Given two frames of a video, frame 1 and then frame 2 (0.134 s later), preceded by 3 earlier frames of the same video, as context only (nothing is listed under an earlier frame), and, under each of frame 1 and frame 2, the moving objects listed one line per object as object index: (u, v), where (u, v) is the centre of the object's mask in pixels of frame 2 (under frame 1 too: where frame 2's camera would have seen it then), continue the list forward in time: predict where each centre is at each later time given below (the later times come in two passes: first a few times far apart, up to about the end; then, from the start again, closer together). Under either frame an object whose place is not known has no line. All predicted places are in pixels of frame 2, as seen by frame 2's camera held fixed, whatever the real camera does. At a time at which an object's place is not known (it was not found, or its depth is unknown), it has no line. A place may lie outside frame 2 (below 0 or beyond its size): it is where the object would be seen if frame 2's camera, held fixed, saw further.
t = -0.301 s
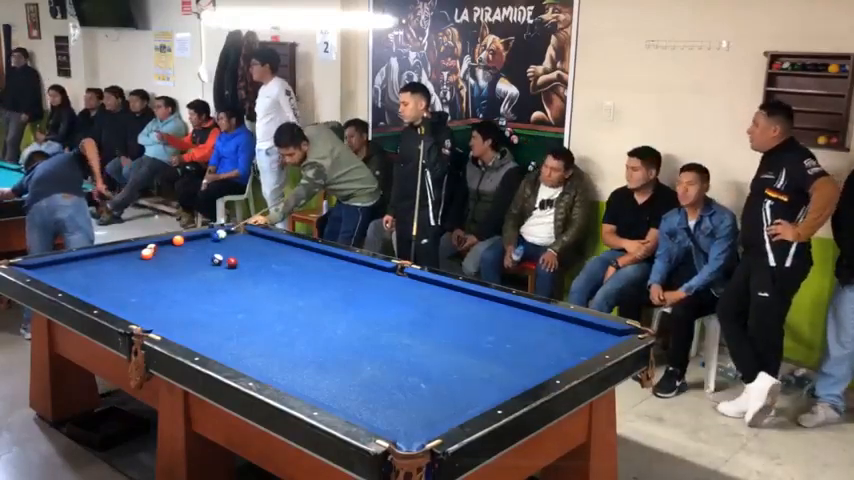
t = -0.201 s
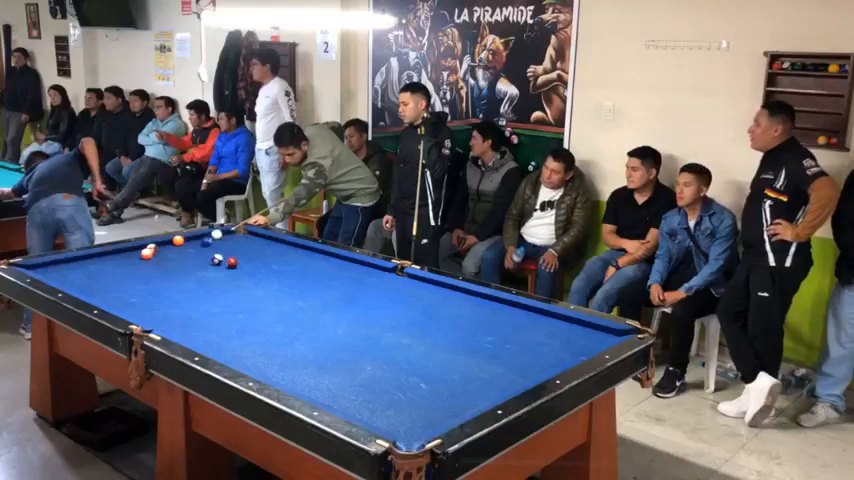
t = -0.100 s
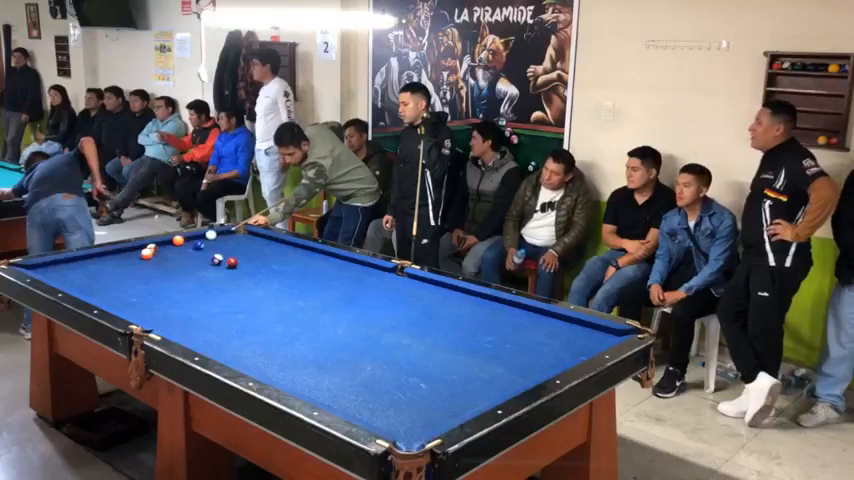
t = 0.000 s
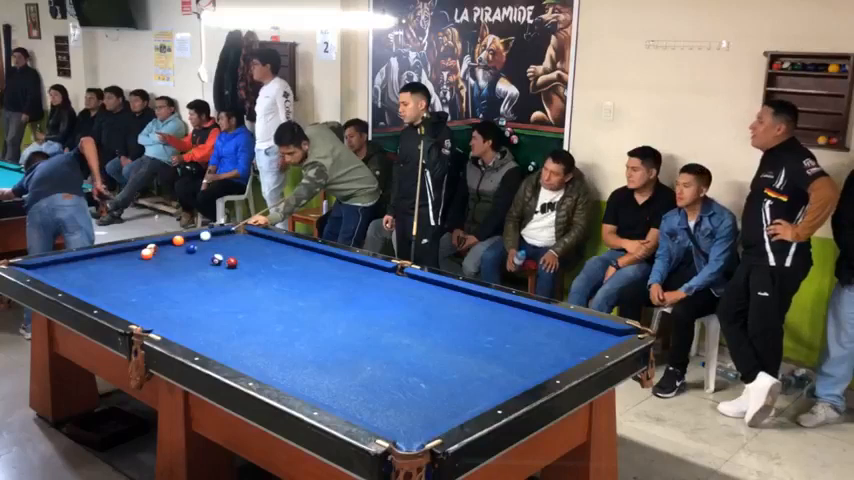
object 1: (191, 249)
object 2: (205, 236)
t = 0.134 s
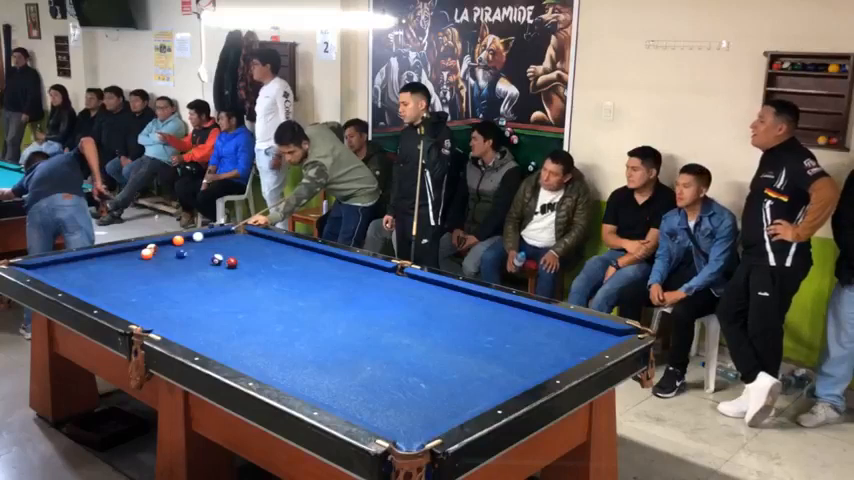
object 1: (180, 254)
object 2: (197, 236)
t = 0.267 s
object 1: (171, 258)
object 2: (192, 238)
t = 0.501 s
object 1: (152, 267)
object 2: (188, 239)
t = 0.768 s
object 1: (129, 277)
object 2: (188, 239)
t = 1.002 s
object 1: (108, 287)
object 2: (188, 239)
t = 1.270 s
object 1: (93, 294)
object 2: (188, 239)
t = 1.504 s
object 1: (114, 294)
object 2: (188, 239)
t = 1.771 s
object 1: (137, 293)
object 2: (188, 240)
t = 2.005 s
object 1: (156, 292)
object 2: (188, 240)
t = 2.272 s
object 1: (175, 290)
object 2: (188, 239)
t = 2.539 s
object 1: (193, 289)
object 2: (188, 239)
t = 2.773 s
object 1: (207, 288)
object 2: (188, 239)
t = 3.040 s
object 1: (222, 287)
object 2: (188, 239)
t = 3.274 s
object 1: (235, 286)
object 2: (188, 239)
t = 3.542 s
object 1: (246, 285)
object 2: (188, 239)
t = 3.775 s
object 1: (256, 284)
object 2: (188, 239)
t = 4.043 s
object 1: (265, 283)
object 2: (188, 239)
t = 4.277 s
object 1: (272, 282)
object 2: (188, 240)
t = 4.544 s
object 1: (278, 282)
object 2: (188, 239)
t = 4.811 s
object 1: (283, 281)
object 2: (188, 239)
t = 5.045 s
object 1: (287, 281)
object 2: (188, 240)
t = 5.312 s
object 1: (290, 281)
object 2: (188, 239)
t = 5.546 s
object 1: (291, 281)
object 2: (188, 239)
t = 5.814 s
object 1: (292, 280)
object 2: (188, 239)
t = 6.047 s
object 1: (292, 280)
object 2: (188, 239)
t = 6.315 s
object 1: (291, 280)
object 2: (188, 239)
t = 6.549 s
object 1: (291, 280)
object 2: (188, 239)
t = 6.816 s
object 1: (291, 280)
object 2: (188, 239)
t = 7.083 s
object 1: (291, 280)
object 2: (188, 239)
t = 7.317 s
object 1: (291, 280)
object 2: (188, 239)
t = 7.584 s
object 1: (291, 280)
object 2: (188, 240)
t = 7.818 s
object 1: (291, 280)
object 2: (188, 239)
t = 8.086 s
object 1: (291, 280)
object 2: (188, 240)
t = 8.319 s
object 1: (291, 280)
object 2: (188, 240)
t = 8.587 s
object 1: (291, 280)
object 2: (188, 239)
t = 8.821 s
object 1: (291, 280)
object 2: (188, 239)
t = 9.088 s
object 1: (291, 280)
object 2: (188, 239)
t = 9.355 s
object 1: (291, 280)
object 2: (188, 239)
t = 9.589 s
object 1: (291, 280)
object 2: (188, 239)
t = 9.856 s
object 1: (291, 280)
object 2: (188, 239)
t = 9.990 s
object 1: (291, 280)
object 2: (188, 239)
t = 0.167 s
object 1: (178, 255)
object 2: (196, 237)
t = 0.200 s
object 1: (175, 256)
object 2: (195, 237)
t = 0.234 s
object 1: (173, 257)
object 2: (194, 237)
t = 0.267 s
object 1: (171, 258)
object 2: (192, 238)
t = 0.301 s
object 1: (168, 260)
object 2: (191, 238)
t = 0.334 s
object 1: (165, 261)
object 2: (190, 238)
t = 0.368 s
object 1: (162, 262)
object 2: (189, 238)
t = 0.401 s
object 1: (160, 263)
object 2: (188, 238)
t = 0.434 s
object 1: (158, 264)
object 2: (188, 238)
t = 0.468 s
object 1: (154, 265)
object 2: (188, 239)
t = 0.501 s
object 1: (152, 267)
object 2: (188, 239)
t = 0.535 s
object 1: (149, 268)
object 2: (188, 239)
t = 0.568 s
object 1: (146, 269)
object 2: (188, 239)
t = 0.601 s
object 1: (143, 271)
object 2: (188, 239)
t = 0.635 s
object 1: (140, 272)
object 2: (188, 239)
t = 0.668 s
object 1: (137, 273)
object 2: (188, 239)
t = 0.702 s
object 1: (134, 275)
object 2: (188, 239)
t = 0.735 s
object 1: (132, 276)
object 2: (188, 239)
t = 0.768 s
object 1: (129, 277)
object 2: (188, 239)
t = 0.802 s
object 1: (126, 279)
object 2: (188, 239)
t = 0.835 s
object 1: (123, 280)
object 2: (188, 239)
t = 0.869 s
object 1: (120, 282)
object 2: (188, 239)
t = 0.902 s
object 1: (117, 283)
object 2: (188, 239)
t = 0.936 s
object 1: (114, 284)
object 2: (188, 239)
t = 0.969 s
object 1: (111, 285)
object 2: (188, 239)
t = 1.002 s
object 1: (108, 287)
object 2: (188, 239)
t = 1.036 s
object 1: (105, 288)
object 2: (188, 239)
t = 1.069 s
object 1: (102, 290)
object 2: (188, 239)
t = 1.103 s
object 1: (98, 291)
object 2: (188, 239)
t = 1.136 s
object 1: (95, 293)
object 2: (188, 239)
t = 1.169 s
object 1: (93, 293)
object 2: (188, 239)
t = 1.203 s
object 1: (90, 293)
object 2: (188, 239)
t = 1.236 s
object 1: (91, 294)
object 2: (188, 239)
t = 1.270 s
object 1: (93, 294)
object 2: (188, 239)
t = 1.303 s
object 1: (96, 295)
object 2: (188, 239)
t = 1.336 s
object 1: (99, 295)
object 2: (188, 239)
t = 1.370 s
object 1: (103, 295)
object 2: (188, 239)
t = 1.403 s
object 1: (105, 295)
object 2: (188, 239)
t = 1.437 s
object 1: (108, 295)
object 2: (188, 239)
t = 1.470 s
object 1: (111, 294)
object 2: (188, 239)
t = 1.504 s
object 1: (114, 294)
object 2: (188, 239)
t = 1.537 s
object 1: (117, 294)
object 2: (188, 240)
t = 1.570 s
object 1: (121, 294)
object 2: (188, 240)
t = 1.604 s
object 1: (123, 294)
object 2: (188, 240)
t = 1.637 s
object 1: (126, 294)
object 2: (188, 239)
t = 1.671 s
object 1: (129, 294)
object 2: (188, 240)
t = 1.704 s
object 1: (131, 294)
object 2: (188, 240)
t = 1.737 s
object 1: (134, 293)
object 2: (188, 240)
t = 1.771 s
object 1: (137, 293)
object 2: (188, 240)
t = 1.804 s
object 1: (140, 293)
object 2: (188, 240)
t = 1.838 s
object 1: (142, 293)
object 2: (188, 240)
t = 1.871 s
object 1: (145, 292)
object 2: (188, 240)
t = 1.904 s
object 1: (148, 292)
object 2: (188, 240)
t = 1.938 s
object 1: (150, 292)
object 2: (188, 240)
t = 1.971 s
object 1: (153, 291)
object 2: (188, 240)
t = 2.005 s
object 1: (156, 292)
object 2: (188, 240)
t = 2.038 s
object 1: (158, 292)
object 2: (188, 240)
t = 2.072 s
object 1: (161, 292)
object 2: (188, 240)
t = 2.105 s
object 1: (163, 291)
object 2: (188, 240)
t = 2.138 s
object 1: (165, 291)
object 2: (188, 240)
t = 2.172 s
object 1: (168, 291)
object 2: (188, 240)
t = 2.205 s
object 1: (170, 291)
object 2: (188, 239)
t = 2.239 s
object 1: (173, 291)
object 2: (188, 239)
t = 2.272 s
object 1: (175, 290)
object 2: (188, 239)
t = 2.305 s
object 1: (177, 290)
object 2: (188, 239)
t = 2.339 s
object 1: (180, 290)
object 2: (188, 239)
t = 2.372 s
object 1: (182, 290)
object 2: (188, 239)
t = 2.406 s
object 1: (184, 289)
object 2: (188, 239)
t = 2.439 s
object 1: (186, 289)
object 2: (188, 239)
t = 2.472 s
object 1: (189, 289)
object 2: (188, 239)
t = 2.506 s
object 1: (191, 289)
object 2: (188, 239)
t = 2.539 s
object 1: (193, 289)
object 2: (188, 239)
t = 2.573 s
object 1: (195, 289)
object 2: (188, 239)
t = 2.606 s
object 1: (197, 289)
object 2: (188, 239)
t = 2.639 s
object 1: (199, 289)
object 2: (188, 239)
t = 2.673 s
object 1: (202, 289)
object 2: (188, 239)
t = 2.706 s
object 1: (203, 289)
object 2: (188, 239)
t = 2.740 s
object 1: (205, 289)
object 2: (188, 239)
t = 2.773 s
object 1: (207, 288)
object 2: (188, 239)
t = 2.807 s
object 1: (209, 288)
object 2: (188, 239)
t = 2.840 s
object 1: (211, 288)
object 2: (188, 239)
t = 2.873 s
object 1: (213, 288)
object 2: (188, 239)
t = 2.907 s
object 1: (215, 288)
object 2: (188, 239)
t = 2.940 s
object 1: (217, 288)
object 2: (188, 239)
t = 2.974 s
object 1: (220, 288)
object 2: (188, 239)
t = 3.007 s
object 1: (221, 287)
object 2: (188, 239)
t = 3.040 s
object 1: (222, 287)
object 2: (188, 239)
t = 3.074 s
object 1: (224, 286)
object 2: (188, 239)
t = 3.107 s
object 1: (226, 286)
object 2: (188, 239)
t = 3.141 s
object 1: (228, 286)
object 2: (188, 239)
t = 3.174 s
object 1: (230, 286)
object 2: (188, 239)
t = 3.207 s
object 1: (232, 286)
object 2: (188, 239)
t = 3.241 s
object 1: (233, 286)
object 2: (188, 239)
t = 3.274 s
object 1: (235, 286)
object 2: (188, 239)
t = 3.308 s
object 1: (236, 286)
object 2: (188, 239)
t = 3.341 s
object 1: (238, 286)
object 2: (188, 239)
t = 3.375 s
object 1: (239, 286)
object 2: (188, 239)
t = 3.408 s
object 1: (241, 285)
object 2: (188, 239)
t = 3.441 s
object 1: (242, 285)
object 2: (188, 239)
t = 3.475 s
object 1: (244, 285)
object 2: (188, 240)
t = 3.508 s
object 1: (245, 285)
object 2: (188, 239)
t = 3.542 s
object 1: (246, 285)
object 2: (188, 239)
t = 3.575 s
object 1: (248, 285)
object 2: (188, 239)
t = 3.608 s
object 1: (249, 285)
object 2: (188, 239)
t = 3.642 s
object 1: (250, 284)
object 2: (188, 239)
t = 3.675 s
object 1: (252, 284)
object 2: (188, 239)
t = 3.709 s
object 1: (253, 284)
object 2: (188, 239)
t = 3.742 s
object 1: (255, 285)
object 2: (188, 239)
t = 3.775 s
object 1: (256, 284)
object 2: (188, 239)
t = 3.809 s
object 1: (257, 284)
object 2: (188, 239)
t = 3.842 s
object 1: (259, 284)
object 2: (188, 240)
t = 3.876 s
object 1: (260, 284)
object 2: (188, 240)
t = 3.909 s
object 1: (261, 284)
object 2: (188, 239)
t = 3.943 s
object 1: (262, 284)
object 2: (188, 239)
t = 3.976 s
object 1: (263, 284)
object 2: (188, 239)
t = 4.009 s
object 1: (264, 283)
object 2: (188, 239)
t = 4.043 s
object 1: (265, 283)
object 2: (188, 239)
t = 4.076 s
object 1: (266, 283)
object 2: (188, 239)
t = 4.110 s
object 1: (267, 283)
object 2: (188, 239)
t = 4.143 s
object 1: (268, 283)
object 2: (188, 239)
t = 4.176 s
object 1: (269, 282)
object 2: (188, 239)
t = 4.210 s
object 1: (270, 282)
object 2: (188, 240)
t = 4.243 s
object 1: (271, 282)
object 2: (188, 239)
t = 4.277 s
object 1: (272, 282)
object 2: (188, 240)
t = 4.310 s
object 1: (273, 282)
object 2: (188, 239)
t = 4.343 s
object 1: (274, 282)
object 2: (188, 239)
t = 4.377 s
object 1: (275, 282)
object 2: (188, 239)
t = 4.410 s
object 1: (275, 282)
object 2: (188, 239)
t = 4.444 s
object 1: (276, 282)
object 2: (188, 239)
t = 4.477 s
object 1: (277, 282)
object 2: (188, 239)
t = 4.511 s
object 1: (278, 282)
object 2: (188, 240)
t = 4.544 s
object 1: (278, 282)
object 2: (188, 239)
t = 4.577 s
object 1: (279, 282)
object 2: (188, 239)
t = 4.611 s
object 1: (280, 282)
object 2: (188, 239)
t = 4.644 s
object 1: (280, 282)
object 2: (188, 239)
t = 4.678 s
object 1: (281, 282)
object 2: (188, 239)
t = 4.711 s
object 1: (282, 281)
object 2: (188, 239)
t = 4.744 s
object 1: (282, 281)
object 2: (188, 239)
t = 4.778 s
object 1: (283, 281)
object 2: (188, 239)
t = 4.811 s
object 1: (283, 281)
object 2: (188, 239)
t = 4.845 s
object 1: (284, 281)
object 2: (188, 239)
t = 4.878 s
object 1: (285, 281)
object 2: (188, 239)
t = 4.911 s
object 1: (285, 281)
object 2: (188, 239)
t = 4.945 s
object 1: (286, 281)
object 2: (188, 239)
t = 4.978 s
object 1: (286, 281)
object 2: (188, 240)
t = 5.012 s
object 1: (287, 281)
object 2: (188, 239)
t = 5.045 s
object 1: (287, 281)
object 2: (188, 240)
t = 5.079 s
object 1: (287, 281)
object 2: (188, 240)
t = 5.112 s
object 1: (288, 281)
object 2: (188, 239)
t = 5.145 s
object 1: (289, 280)
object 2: (188, 239)
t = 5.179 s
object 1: (289, 281)
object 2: (188, 239)
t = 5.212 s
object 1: (289, 281)
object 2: (188, 239)
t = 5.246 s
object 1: (289, 280)
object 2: (188, 239)
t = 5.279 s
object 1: (290, 281)
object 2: (188, 239)
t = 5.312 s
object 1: (290, 281)
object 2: (188, 239)
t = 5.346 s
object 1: (290, 280)
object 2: (188, 239)
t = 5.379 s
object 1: (290, 280)
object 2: (188, 239)
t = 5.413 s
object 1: (291, 281)
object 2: (188, 240)
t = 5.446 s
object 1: (291, 281)
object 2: (188, 240)
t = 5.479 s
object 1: (291, 281)
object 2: (188, 239)
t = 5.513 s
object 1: (291, 281)
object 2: (188, 239)
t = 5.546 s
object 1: (291, 281)
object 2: (188, 239)
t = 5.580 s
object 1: (292, 281)
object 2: (188, 239)
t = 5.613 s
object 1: (292, 281)
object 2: (188, 239)
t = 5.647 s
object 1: (292, 280)
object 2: (188, 239)
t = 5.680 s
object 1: (292, 280)
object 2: (188, 239)
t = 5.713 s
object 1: (292, 280)
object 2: (188, 239)
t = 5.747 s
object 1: (292, 280)
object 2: (188, 239)
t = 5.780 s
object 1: (292, 280)
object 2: (188, 239)
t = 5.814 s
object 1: (292, 280)
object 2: (188, 239)
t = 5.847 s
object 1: (292, 280)
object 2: (188, 239)
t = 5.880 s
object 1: (292, 280)
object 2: (188, 239)
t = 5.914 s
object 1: (292, 280)
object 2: (188, 239)
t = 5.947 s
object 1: (292, 280)
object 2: (188, 239)
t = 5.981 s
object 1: (292, 280)
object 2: (188, 239)
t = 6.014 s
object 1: (292, 280)
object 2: (188, 239)
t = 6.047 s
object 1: (292, 280)
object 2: (188, 239)
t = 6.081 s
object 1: (292, 280)
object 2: (188, 239)
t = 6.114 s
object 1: (292, 280)
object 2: (188, 239)
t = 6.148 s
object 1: (292, 280)
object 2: (188, 239)
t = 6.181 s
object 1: (291, 280)
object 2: (188, 239)
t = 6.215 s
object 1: (291, 280)
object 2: (188, 239)
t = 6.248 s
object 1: (291, 280)
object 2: (188, 239)
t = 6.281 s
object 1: (291, 280)
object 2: (188, 239)
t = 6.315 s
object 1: (291, 280)
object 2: (188, 239)
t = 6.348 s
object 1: (291, 280)
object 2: (188, 239)
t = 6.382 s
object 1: (291, 280)
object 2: (188, 239)
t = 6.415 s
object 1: (291, 280)
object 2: (188, 239)
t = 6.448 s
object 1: (291, 280)
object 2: (188, 239)
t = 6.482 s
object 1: (291, 280)
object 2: (188, 239)
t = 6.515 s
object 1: (291, 280)
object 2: (188, 239)
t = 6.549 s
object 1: (291, 280)
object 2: (188, 239)
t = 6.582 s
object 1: (291, 280)
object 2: (188, 239)
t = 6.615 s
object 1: (291, 280)
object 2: (188, 239)
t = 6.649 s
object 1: (291, 280)
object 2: (188, 239)
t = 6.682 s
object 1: (291, 280)
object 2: (188, 239)
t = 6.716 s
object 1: (291, 280)
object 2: (188, 239)
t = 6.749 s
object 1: (291, 280)
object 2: (188, 239)
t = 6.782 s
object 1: (291, 280)
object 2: (188, 239)
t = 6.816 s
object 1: (291, 280)
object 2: (188, 239)
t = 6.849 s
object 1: (291, 280)
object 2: (188, 239)
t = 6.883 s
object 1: (291, 280)
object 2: (188, 239)
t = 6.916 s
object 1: (291, 280)
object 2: (188, 239)
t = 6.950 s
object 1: (291, 280)
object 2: (188, 239)
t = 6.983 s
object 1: (291, 280)
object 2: (188, 239)
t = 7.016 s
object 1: (291, 280)
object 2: (188, 239)
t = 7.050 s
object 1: (291, 280)
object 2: (188, 239)
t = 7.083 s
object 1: (291, 280)
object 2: (188, 239)
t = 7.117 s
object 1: (291, 280)
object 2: (188, 239)
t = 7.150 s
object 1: (291, 280)
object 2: (188, 239)
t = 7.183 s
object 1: (291, 280)
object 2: (188, 239)
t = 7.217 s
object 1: (291, 280)
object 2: (188, 239)
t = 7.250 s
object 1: (291, 280)
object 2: (188, 239)
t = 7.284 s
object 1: (291, 280)
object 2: (188, 239)
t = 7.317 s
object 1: (291, 280)
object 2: (188, 239)
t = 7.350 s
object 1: (291, 280)
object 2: (188, 239)
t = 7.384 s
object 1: (291, 280)
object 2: (188, 239)
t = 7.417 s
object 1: (291, 280)
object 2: (188, 239)
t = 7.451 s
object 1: (291, 280)
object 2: (188, 239)
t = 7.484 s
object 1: (291, 280)
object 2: (188, 239)
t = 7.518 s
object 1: (291, 280)
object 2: (188, 239)
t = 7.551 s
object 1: (291, 280)
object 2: (188, 239)
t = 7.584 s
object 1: (291, 280)
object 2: (188, 240)
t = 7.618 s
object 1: (291, 280)
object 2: (188, 239)
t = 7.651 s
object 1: (291, 280)
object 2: (188, 239)
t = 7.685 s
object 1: (291, 280)
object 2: (188, 239)
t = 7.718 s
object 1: (291, 280)
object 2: (188, 239)
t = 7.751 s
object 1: (291, 280)
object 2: (188, 240)
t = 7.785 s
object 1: (291, 280)
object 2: (188, 240)
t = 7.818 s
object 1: (291, 280)
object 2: (188, 239)
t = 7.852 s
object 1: (291, 280)
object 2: (188, 239)
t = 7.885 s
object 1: (291, 280)
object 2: (188, 240)
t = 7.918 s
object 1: (291, 280)
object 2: (188, 240)
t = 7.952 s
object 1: (291, 280)
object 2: (188, 239)
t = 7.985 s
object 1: (291, 280)
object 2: (188, 240)
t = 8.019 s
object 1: (291, 280)
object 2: (188, 240)
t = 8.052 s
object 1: (291, 280)
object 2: (188, 239)
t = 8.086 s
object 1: (291, 280)
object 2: (188, 240)
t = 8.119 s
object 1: (291, 280)
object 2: (188, 240)
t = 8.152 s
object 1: (291, 280)
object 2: (188, 240)
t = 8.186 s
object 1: (291, 280)
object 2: (188, 240)
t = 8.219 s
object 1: (291, 280)
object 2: (188, 239)
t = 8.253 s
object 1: (291, 280)
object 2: (188, 240)
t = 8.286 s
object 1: (291, 280)
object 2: (188, 239)
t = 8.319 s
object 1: (291, 280)
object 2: (188, 240)
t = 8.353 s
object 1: (291, 280)
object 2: (188, 240)
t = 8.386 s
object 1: (291, 280)
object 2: (188, 240)
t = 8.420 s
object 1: (291, 280)
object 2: (188, 239)
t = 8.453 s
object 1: (291, 280)
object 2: (188, 239)
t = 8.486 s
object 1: (291, 280)
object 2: (188, 239)
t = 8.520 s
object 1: (291, 280)
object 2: (188, 239)
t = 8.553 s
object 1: (291, 280)
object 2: (188, 239)
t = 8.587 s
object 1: (291, 280)
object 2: (188, 239)
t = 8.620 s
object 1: (291, 280)
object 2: (188, 239)
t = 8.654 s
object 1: (291, 280)
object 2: (188, 239)
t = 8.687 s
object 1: (291, 280)
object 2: (188, 239)
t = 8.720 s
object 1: (291, 280)
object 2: (188, 239)
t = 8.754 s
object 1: (291, 280)
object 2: (188, 239)
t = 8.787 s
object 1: (291, 280)
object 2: (188, 239)
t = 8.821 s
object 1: (291, 280)
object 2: (188, 239)
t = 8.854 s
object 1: (291, 280)
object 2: (188, 240)
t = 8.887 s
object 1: (291, 280)
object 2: (188, 239)
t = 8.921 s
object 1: (291, 280)
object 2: (188, 239)
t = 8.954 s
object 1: (291, 280)
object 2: (188, 239)
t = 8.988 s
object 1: (291, 280)
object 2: (188, 240)
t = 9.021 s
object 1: (291, 280)
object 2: (188, 239)
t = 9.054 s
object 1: (291, 280)
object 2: (188, 239)
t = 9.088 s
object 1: (291, 280)
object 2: (188, 239)
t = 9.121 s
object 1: (291, 280)
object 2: (188, 239)
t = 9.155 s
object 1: (291, 280)
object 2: (188, 239)
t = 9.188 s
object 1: (291, 280)
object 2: (188, 239)
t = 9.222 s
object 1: (291, 280)
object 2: (188, 239)
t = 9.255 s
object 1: (291, 280)
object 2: (188, 239)
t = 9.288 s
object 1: (291, 280)
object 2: (188, 239)
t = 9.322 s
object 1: (291, 280)
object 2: (188, 239)
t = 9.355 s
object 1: (291, 280)
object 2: (188, 239)
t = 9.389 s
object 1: (291, 280)
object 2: (188, 239)
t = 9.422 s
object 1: (291, 280)
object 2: (188, 239)
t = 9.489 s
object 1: (291, 280)
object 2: (188, 239)
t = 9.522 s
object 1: (291, 280)
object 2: (188, 239)
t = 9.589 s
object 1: (291, 280)
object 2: (188, 239)
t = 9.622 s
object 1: (291, 280)
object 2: (188, 239)
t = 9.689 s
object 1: (291, 280)
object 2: (188, 239)
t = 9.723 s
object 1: (291, 280)
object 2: (188, 239)
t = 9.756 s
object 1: (291, 280)
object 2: (188, 239)
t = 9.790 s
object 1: (291, 280)
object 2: (188, 239)
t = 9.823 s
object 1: (291, 280)
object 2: (188, 239)
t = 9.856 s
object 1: (291, 280)
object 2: (188, 239)
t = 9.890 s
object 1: (291, 280)
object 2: (188, 239)
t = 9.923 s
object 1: (291, 280)
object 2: (188, 239)
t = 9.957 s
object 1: (291, 280)
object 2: (188, 239)
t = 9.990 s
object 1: (291, 280)
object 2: (188, 239)
